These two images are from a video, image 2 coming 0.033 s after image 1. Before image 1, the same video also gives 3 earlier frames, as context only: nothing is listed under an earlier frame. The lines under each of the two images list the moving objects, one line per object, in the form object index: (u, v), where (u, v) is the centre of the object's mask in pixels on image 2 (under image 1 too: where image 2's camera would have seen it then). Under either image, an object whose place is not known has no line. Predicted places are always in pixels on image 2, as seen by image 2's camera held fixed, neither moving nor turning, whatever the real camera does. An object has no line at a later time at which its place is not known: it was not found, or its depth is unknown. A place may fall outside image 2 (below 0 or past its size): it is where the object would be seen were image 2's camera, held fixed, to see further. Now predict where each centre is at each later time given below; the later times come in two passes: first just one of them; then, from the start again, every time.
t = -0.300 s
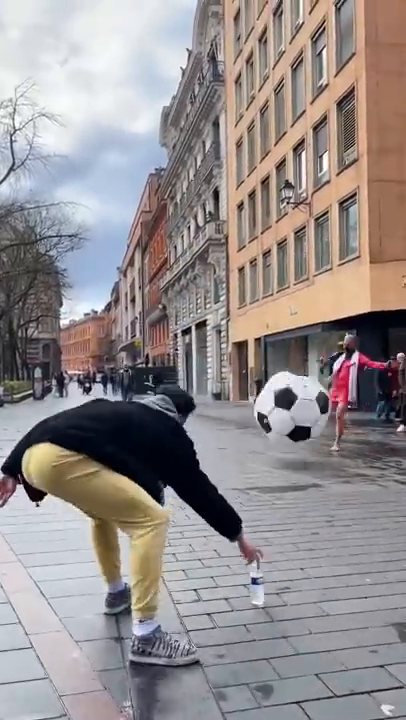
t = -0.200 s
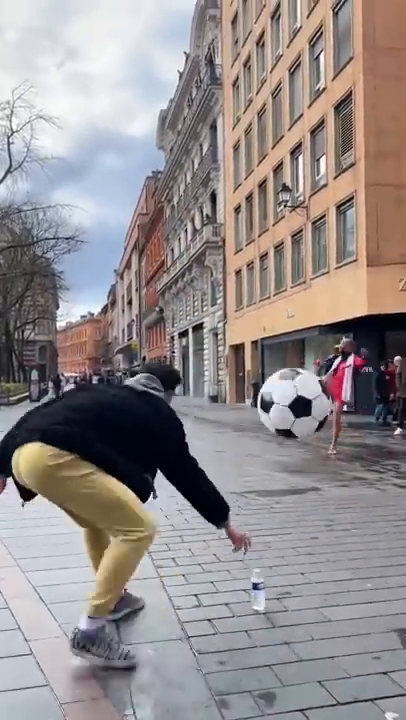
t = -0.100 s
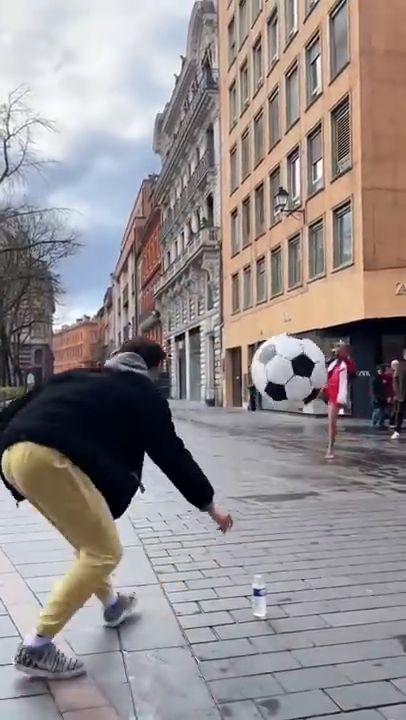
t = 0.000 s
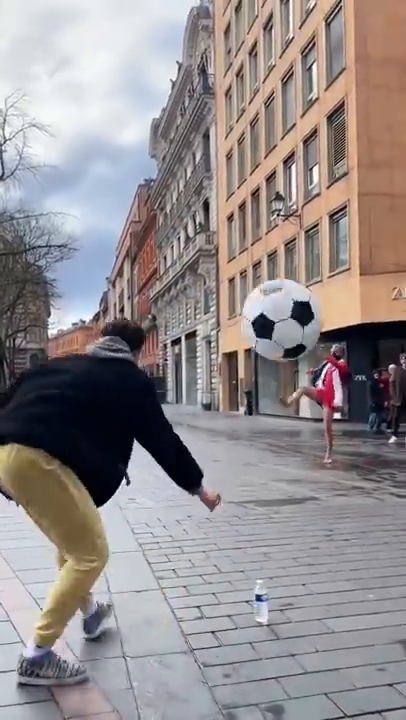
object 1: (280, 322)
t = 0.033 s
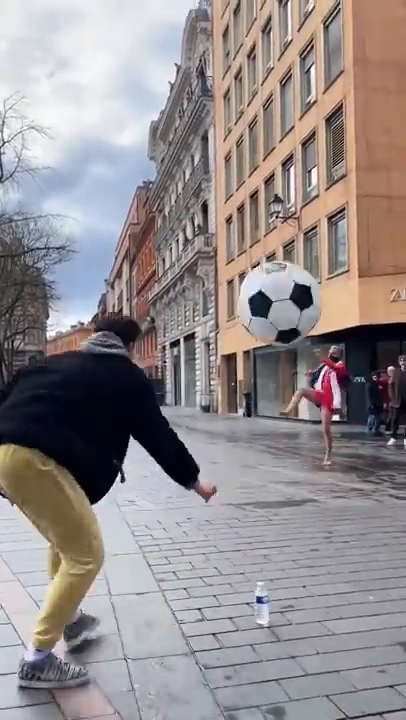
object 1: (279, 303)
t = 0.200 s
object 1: (270, 209)
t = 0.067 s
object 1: (277, 284)
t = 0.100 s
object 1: (276, 265)
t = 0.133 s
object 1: (273, 247)
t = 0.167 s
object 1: (272, 227)
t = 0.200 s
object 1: (270, 209)
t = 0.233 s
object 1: (270, 190)
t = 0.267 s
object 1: (269, 172)
